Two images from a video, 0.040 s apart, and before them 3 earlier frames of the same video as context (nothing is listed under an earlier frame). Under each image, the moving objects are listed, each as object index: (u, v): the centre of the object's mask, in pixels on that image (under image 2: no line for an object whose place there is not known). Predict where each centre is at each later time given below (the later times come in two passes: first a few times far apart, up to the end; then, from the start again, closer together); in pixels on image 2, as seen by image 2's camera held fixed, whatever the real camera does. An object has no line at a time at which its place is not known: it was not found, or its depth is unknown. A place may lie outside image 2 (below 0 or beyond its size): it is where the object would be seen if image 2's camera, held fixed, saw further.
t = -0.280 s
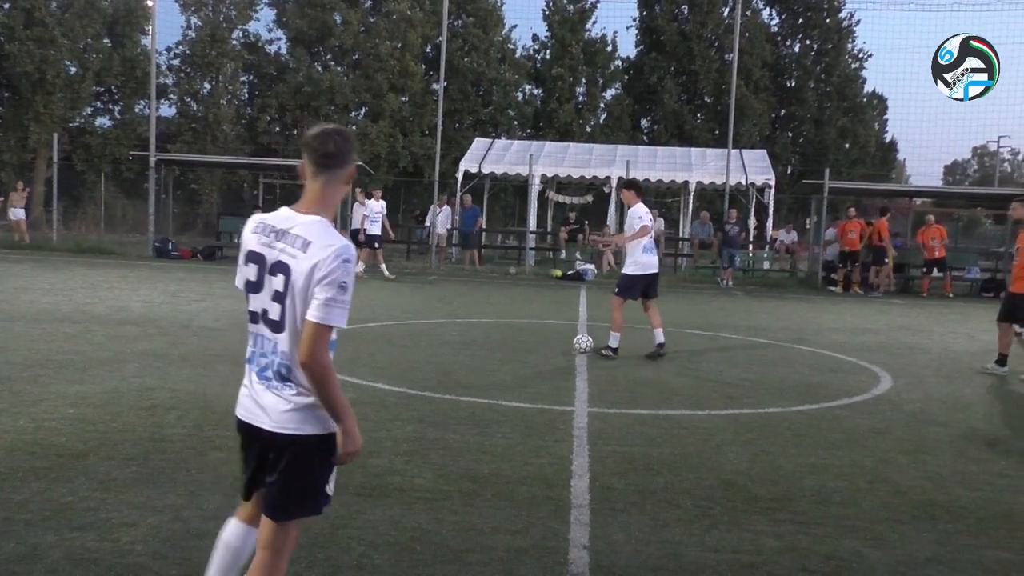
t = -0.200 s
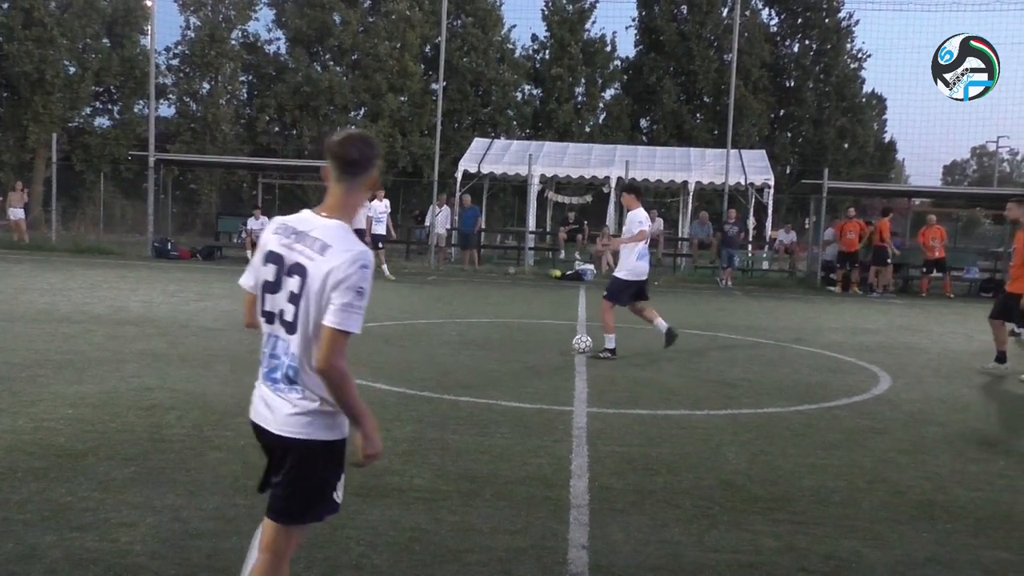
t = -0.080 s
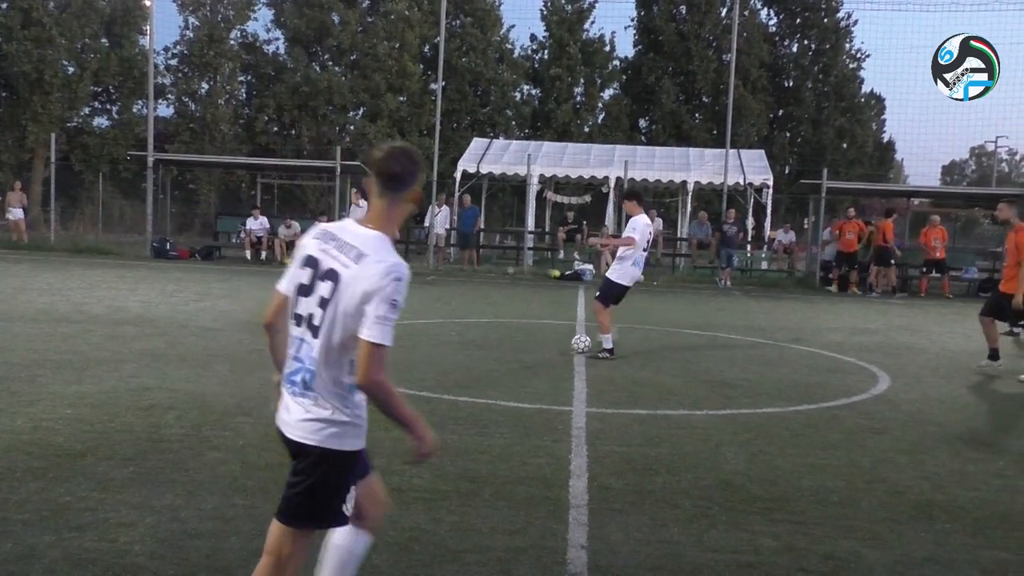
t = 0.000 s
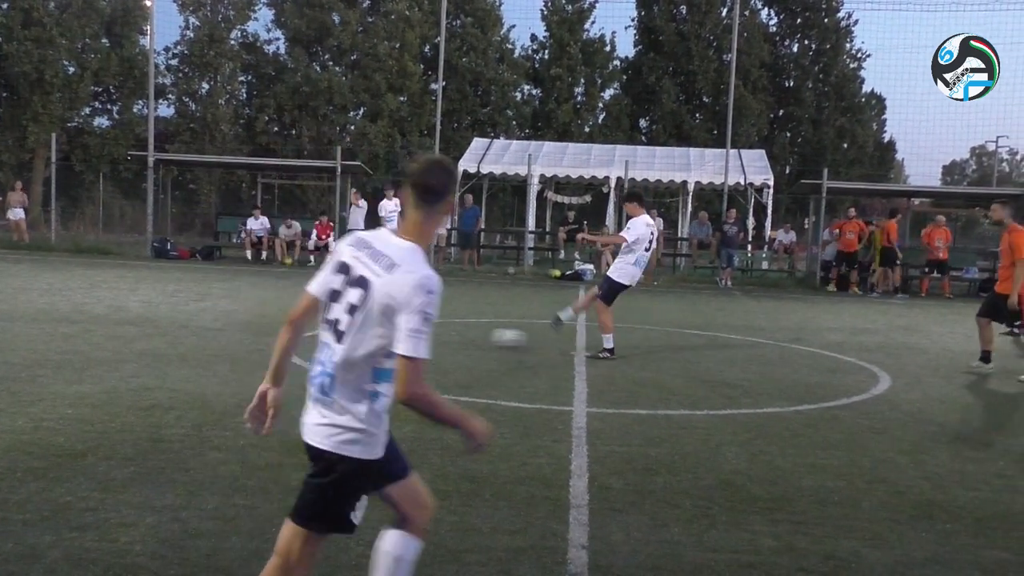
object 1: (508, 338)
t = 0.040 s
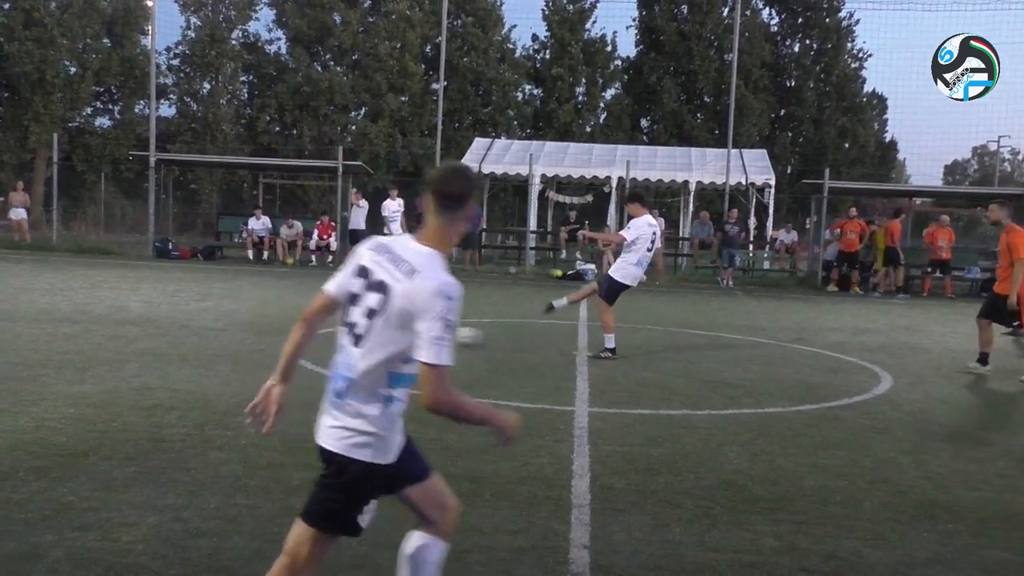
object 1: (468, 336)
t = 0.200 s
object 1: (298, 324)
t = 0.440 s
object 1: (87, 315)
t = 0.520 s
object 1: (27, 309)
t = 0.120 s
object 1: (370, 330)
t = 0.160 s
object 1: (333, 327)
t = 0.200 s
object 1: (298, 324)
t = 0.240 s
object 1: (262, 322)
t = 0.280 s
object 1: (224, 321)
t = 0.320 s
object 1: (187, 321)
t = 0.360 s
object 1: (154, 318)
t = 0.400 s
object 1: (121, 315)
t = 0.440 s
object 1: (87, 315)
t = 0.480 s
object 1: (56, 313)
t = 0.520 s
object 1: (27, 309)
